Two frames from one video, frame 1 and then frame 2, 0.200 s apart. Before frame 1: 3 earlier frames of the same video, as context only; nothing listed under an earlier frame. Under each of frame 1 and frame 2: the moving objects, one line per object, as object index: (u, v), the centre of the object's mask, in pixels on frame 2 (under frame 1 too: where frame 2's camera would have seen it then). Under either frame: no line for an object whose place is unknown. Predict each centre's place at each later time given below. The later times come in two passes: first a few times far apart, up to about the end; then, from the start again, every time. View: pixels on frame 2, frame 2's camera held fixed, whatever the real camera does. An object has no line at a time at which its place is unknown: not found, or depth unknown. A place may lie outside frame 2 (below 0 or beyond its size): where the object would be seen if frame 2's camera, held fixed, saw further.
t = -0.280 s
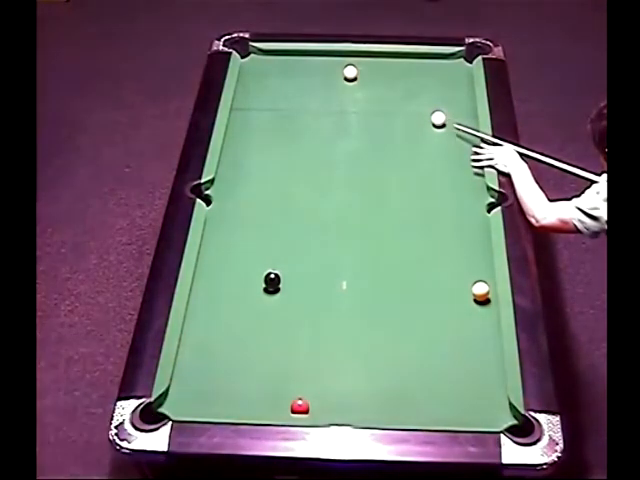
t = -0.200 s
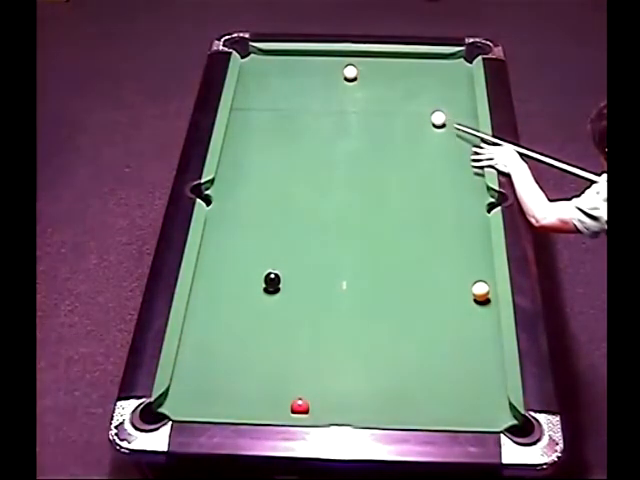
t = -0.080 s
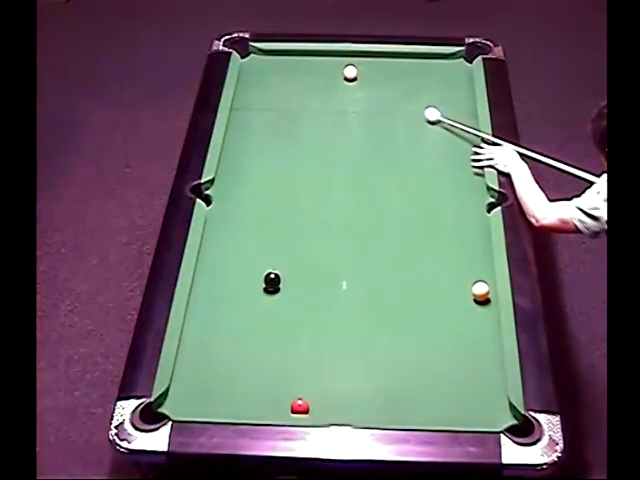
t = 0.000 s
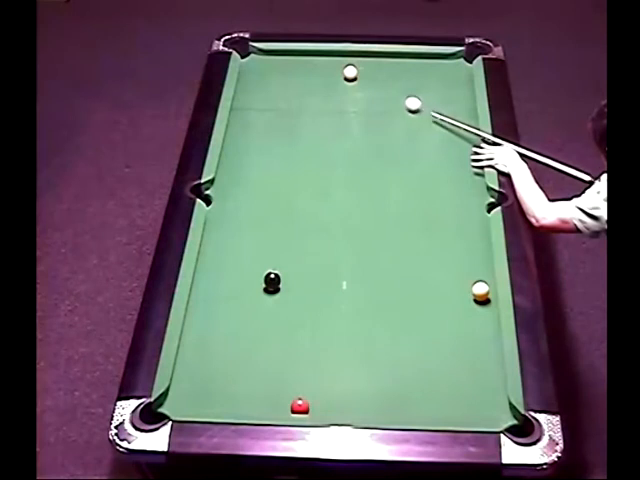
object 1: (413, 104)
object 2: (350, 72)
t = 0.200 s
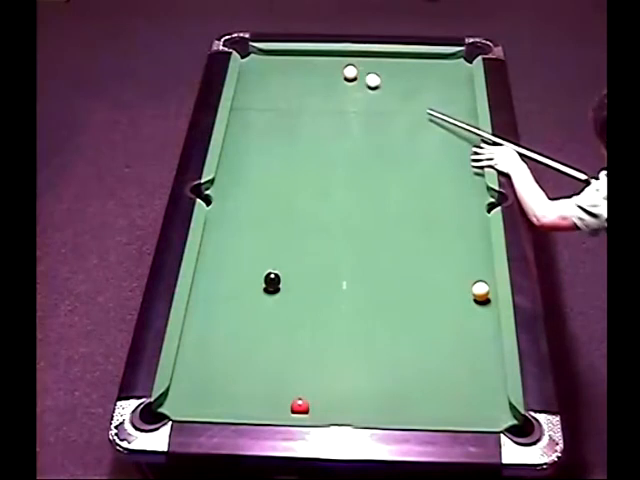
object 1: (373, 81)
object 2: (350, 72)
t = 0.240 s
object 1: (365, 76)
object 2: (350, 72)
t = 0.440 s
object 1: (363, 63)
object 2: (323, 67)
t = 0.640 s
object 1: (362, 58)
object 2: (298, 62)
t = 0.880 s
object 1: (361, 68)
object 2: (271, 57)
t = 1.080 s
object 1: (359, 76)
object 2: (249, 53)
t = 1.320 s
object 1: (357, 85)
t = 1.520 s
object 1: (356, 91)
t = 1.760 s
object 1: (354, 99)
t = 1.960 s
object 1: (353, 105)
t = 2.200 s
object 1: (352, 111)
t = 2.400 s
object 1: (351, 116)
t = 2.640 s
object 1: (351, 121)
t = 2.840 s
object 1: (350, 124)
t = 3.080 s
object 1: (349, 127)
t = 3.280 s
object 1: (348, 130)
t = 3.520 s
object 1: (347, 131)
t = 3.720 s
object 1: (347, 132)
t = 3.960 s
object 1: (348, 133)
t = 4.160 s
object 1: (347, 133)
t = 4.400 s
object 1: (347, 133)
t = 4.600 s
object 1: (347, 133)
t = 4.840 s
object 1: (347, 133)
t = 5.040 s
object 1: (347, 133)
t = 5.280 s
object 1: (347, 133)
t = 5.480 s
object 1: (347, 133)
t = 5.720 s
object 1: (347, 133)
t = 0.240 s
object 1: (365, 76)
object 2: (350, 72)
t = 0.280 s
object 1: (363, 73)
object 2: (345, 71)
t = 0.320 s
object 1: (364, 71)
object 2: (339, 69)
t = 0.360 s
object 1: (364, 68)
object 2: (333, 69)
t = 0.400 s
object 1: (364, 66)
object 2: (328, 68)
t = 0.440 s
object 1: (363, 63)
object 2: (323, 67)
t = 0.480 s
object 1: (363, 60)
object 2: (318, 66)
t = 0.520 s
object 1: (363, 58)
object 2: (313, 65)
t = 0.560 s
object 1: (363, 55)
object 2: (308, 64)
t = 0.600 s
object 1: (363, 57)
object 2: (303, 63)
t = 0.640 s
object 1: (362, 58)
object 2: (298, 62)
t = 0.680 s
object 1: (362, 60)
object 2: (294, 62)
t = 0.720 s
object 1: (362, 62)
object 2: (289, 61)
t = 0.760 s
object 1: (361, 63)
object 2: (284, 60)
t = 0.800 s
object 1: (361, 65)
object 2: (280, 59)
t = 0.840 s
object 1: (361, 67)
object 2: (275, 58)
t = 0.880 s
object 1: (361, 68)
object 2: (271, 57)
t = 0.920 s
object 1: (361, 70)
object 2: (266, 57)
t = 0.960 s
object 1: (360, 71)
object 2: (262, 56)
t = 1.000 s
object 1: (360, 73)
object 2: (258, 55)
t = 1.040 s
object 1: (360, 74)
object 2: (253, 54)
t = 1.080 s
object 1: (359, 76)
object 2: (249, 53)
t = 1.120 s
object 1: (359, 77)
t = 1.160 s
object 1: (359, 79)
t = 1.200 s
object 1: (359, 80)
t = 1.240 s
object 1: (358, 82)
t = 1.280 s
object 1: (358, 83)
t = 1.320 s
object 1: (357, 85)
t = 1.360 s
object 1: (357, 86)
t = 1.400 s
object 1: (357, 88)
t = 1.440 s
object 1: (357, 89)
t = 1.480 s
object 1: (356, 90)
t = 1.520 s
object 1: (356, 91)
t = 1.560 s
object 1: (355, 93)
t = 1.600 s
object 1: (355, 94)
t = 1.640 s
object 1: (355, 95)
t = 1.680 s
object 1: (355, 97)
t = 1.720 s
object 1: (354, 98)
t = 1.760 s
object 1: (354, 99)
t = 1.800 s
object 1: (354, 100)
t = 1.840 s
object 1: (354, 101)
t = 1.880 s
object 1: (353, 102)
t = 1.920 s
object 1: (353, 104)
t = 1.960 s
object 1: (353, 105)
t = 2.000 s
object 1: (353, 106)
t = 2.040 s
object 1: (353, 107)
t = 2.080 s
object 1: (353, 108)
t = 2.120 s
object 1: (352, 109)
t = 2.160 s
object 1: (352, 110)
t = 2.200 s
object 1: (352, 111)
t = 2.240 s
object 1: (352, 112)
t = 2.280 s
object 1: (352, 113)
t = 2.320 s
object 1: (352, 114)
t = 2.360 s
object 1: (352, 115)
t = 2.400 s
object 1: (351, 116)
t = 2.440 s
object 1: (351, 117)
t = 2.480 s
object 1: (351, 118)
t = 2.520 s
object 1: (351, 118)
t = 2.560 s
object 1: (351, 119)
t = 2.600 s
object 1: (351, 120)
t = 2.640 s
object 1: (351, 121)
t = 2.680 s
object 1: (350, 121)
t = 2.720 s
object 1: (350, 122)
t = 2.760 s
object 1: (350, 123)
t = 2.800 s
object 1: (350, 123)
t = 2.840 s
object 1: (350, 124)
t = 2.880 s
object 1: (350, 125)
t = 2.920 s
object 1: (350, 125)
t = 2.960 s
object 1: (349, 126)
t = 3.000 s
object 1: (349, 126)
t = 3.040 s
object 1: (349, 127)
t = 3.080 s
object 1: (349, 127)
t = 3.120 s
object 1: (349, 128)
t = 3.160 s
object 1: (349, 128)
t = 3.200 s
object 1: (348, 129)
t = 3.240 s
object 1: (348, 129)
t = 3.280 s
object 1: (348, 130)
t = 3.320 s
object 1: (348, 130)
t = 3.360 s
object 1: (348, 130)
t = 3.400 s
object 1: (348, 131)
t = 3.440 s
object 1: (348, 131)
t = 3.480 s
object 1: (348, 131)
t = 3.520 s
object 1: (347, 131)
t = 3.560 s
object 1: (347, 132)
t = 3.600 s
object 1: (347, 132)
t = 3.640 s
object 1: (347, 132)
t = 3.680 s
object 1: (347, 132)
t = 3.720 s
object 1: (347, 132)
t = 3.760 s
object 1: (347, 132)
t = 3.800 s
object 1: (347, 133)
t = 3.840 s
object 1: (347, 133)
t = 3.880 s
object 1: (347, 133)
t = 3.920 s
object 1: (348, 133)
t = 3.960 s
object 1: (348, 133)
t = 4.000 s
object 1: (348, 133)
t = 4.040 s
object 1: (347, 133)
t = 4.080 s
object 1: (347, 133)
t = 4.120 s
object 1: (347, 133)
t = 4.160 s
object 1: (347, 133)
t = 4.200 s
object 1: (347, 133)
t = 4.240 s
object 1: (347, 133)
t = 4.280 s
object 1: (347, 133)
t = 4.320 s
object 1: (347, 133)
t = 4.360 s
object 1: (347, 133)
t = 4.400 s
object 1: (347, 133)
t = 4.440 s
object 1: (347, 133)
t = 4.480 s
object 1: (347, 133)
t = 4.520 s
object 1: (347, 133)
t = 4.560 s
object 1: (347, 133)
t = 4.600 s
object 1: (347, 133)
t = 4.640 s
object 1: (347, 133)
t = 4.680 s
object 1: (347, 133)
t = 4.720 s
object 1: (347, 133)
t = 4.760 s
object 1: (347, 133)
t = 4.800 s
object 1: (347, 133)
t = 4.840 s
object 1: (347, 133)
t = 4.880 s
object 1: (347, 133)
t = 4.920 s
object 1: (347, 133)
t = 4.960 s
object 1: (347, 133)
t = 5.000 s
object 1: (347, 133)
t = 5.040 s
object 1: (347, 133)
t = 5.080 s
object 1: (347, 133)
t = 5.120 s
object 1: (347, 133)
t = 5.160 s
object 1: (347, 133)
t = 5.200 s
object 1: (347, 133)
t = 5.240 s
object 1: (347, 133)
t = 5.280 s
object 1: (347, 133)
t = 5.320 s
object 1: (347, 133)
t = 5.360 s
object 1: (347, 133)
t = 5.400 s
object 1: (347, 133)
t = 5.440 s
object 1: (347, 133)
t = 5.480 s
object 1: (347, 133)
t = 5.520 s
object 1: (347, 133)
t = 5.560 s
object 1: (347, 133)
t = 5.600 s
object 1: (347, 133)
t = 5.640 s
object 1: (347, 133)
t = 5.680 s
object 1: (347, 133)
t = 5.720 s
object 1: (347, 133)
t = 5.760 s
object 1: (347, 133)
